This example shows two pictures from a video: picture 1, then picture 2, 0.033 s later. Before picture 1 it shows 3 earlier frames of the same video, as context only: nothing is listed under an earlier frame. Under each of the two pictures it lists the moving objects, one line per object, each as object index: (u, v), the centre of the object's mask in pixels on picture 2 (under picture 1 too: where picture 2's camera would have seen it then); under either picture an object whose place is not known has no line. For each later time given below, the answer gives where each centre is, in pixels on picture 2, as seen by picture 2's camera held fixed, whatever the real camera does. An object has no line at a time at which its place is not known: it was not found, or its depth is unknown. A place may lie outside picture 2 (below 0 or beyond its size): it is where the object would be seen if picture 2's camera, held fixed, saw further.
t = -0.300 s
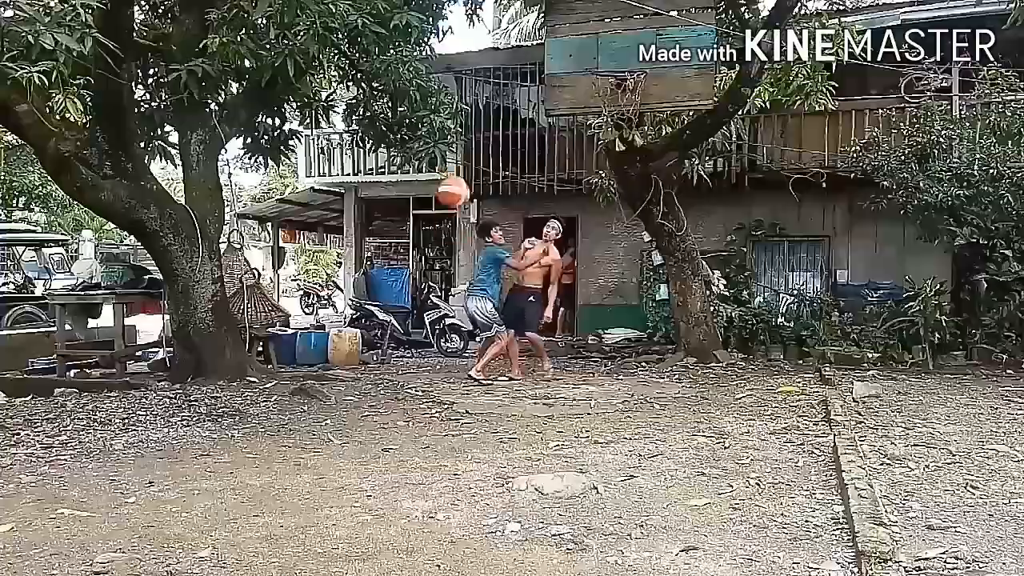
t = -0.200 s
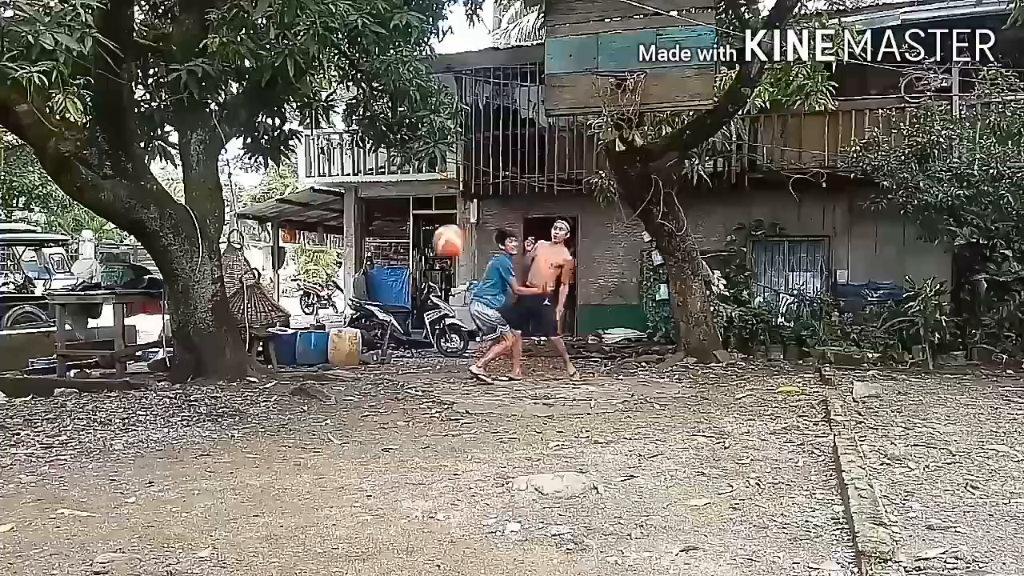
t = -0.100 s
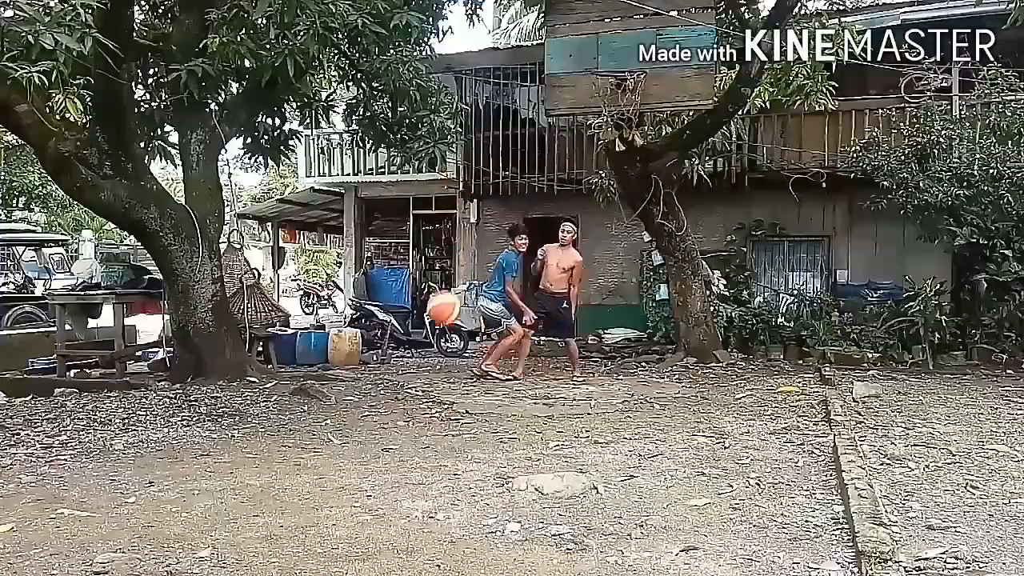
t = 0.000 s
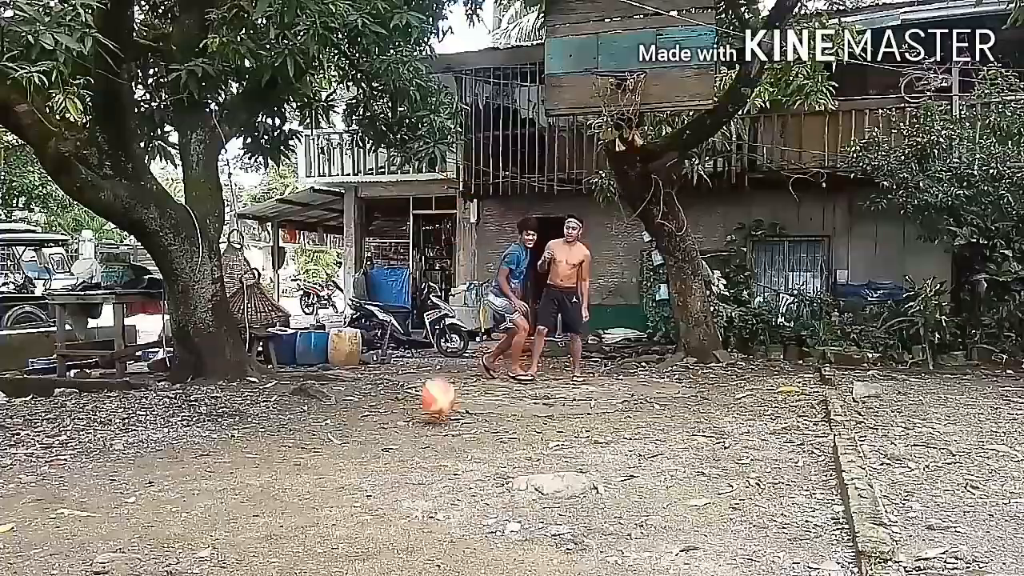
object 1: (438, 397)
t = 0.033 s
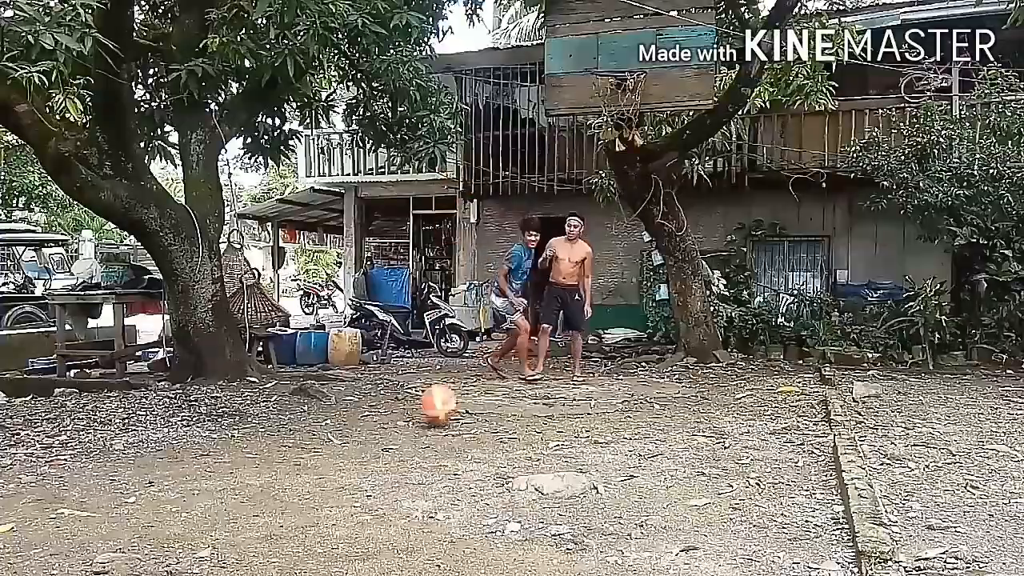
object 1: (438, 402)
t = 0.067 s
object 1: (441, 379)
